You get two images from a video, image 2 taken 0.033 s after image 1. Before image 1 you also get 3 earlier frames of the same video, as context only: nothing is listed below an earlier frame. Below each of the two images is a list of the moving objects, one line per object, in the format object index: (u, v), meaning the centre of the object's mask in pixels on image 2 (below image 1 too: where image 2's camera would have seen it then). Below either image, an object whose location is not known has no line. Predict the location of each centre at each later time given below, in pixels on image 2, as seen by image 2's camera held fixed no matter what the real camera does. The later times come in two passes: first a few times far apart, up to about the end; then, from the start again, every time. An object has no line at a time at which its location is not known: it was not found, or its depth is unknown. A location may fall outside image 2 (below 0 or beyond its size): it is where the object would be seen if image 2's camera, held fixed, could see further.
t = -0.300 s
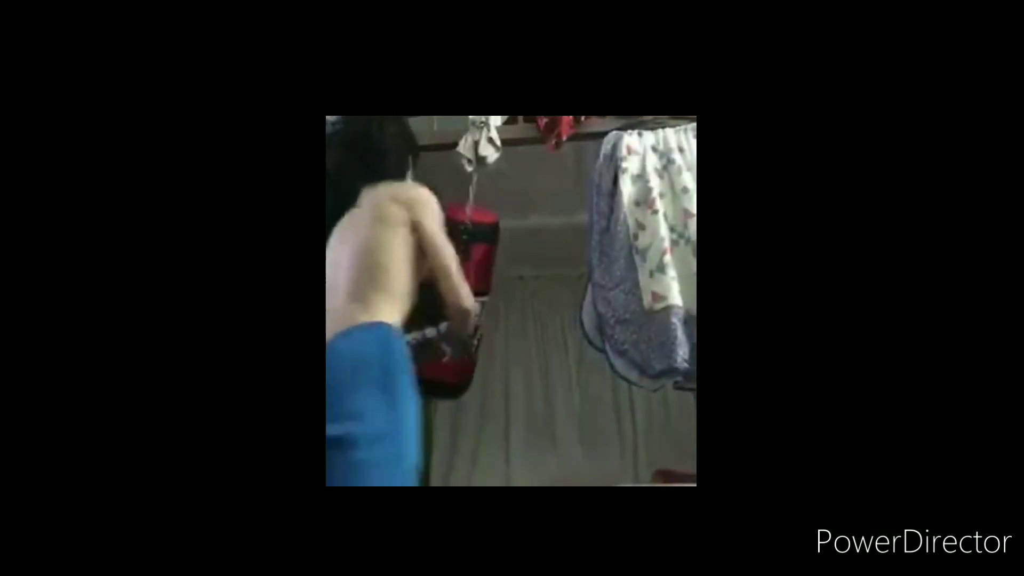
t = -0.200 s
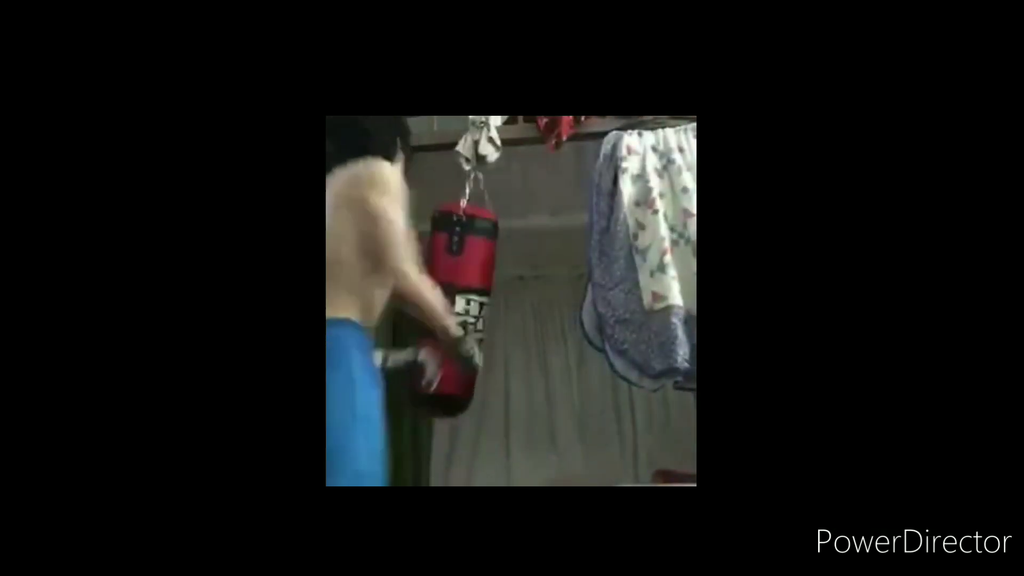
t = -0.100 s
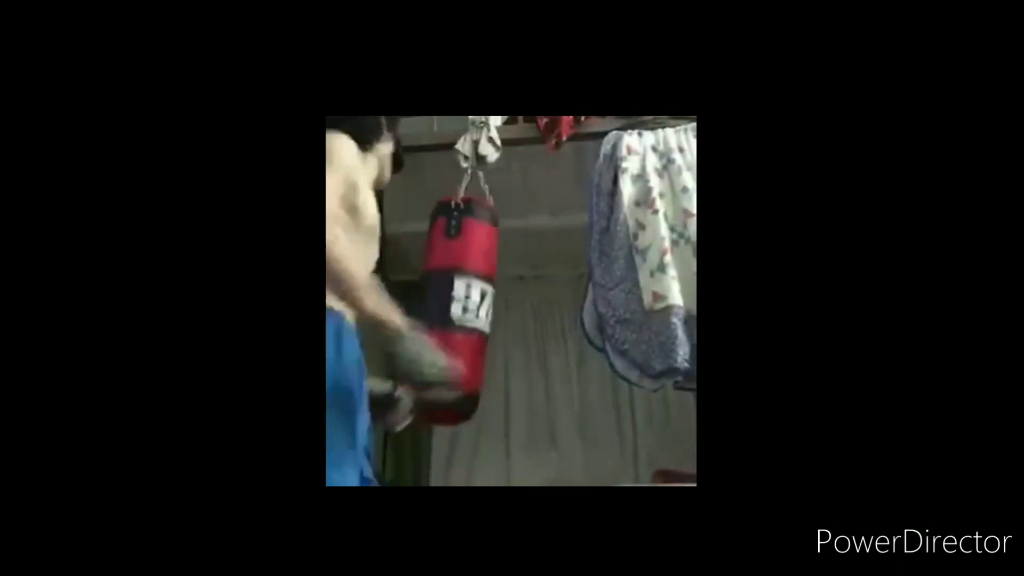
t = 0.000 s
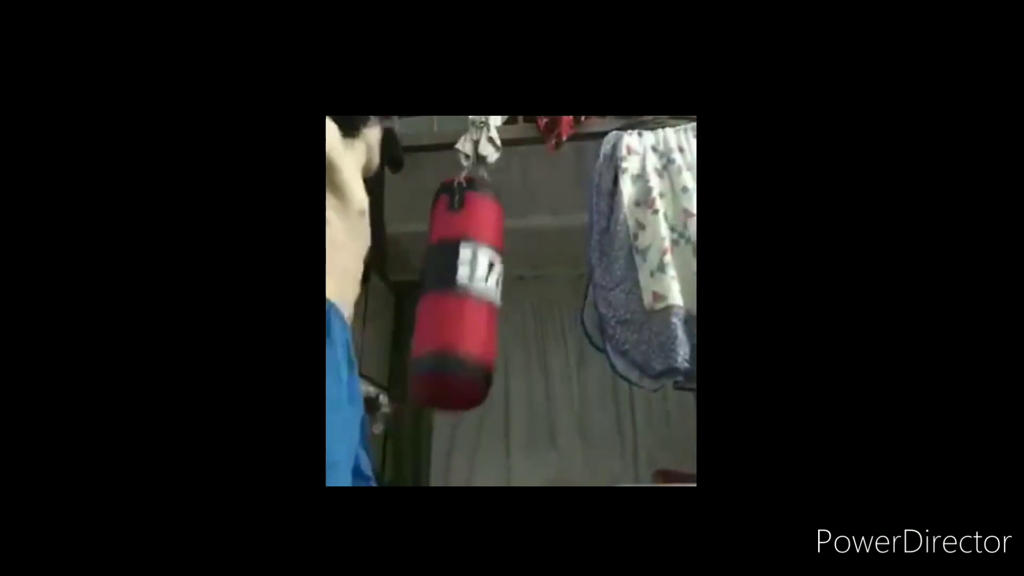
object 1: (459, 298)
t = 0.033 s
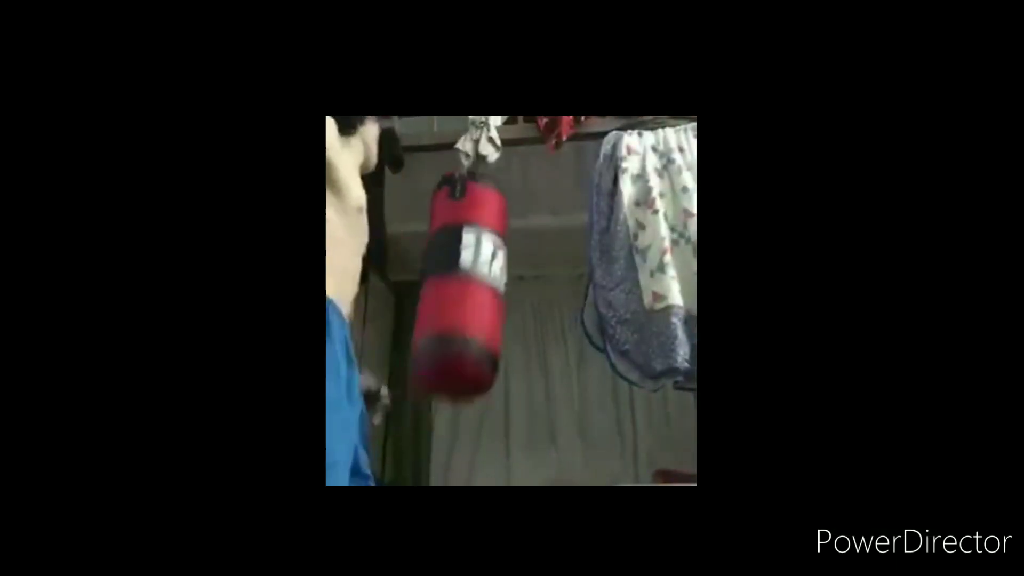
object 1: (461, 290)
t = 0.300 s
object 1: (501, 190)
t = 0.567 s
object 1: (523, 195)
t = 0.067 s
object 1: (465, 279)
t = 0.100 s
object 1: (469, 266)
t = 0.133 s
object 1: (474, 252)
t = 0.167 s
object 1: (479, 240)
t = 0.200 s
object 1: (484, 226)
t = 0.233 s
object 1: (489, 213)
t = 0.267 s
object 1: (496, 201)
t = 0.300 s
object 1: (501, 190)
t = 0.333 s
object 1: (507, 183)
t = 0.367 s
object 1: (512, 177)
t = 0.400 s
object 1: (516, 173)
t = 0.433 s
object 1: (520, 173)
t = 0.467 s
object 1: (522, 174)
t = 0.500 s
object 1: (523, 179)
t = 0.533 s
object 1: (524, 186)
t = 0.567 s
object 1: (523, 195)
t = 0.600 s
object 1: (522, 207)
